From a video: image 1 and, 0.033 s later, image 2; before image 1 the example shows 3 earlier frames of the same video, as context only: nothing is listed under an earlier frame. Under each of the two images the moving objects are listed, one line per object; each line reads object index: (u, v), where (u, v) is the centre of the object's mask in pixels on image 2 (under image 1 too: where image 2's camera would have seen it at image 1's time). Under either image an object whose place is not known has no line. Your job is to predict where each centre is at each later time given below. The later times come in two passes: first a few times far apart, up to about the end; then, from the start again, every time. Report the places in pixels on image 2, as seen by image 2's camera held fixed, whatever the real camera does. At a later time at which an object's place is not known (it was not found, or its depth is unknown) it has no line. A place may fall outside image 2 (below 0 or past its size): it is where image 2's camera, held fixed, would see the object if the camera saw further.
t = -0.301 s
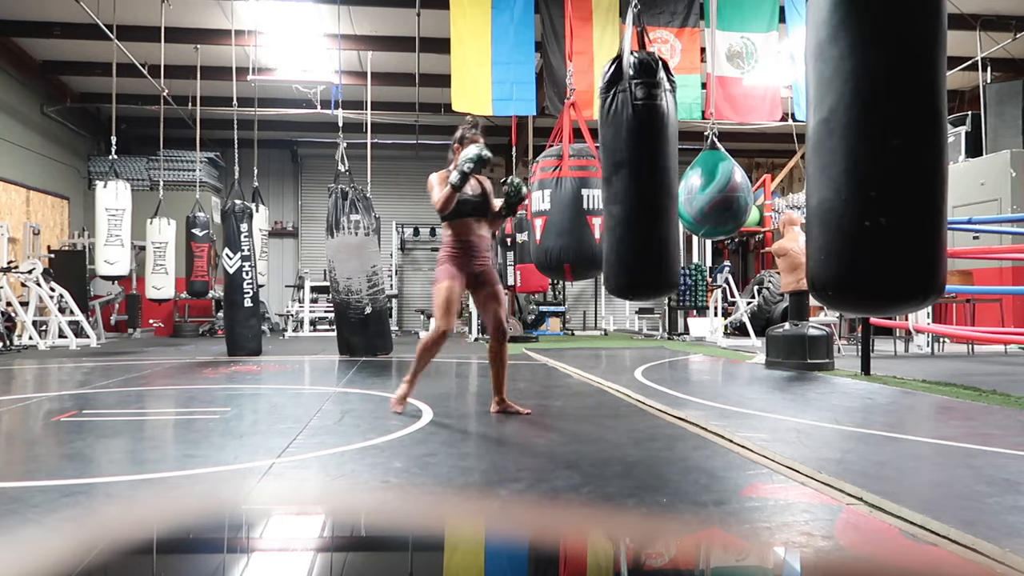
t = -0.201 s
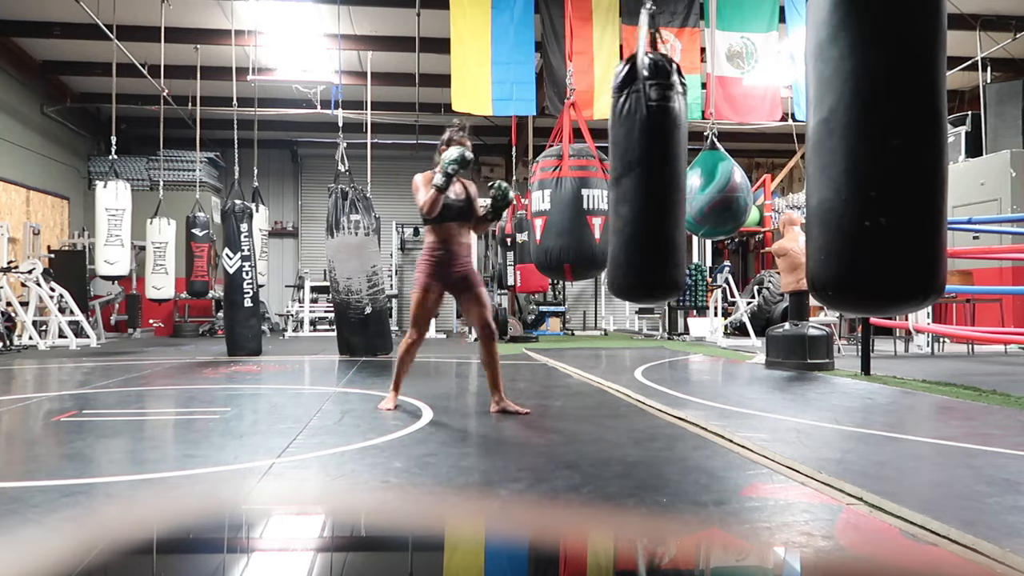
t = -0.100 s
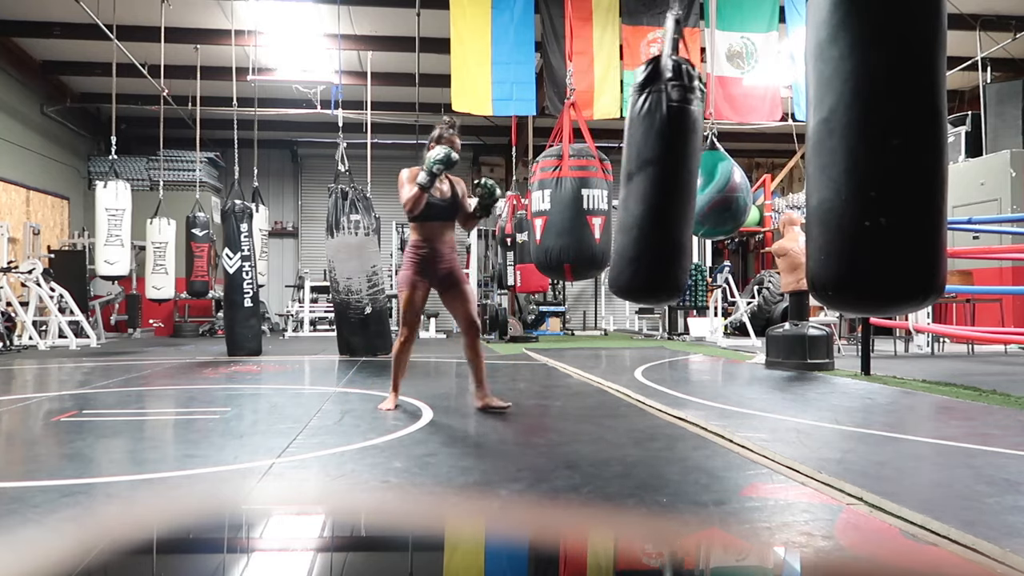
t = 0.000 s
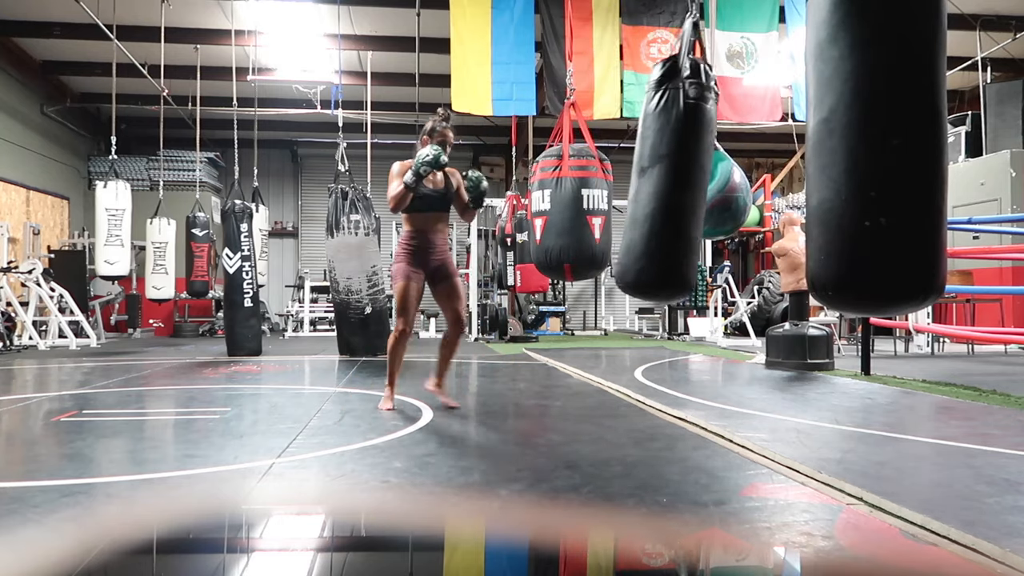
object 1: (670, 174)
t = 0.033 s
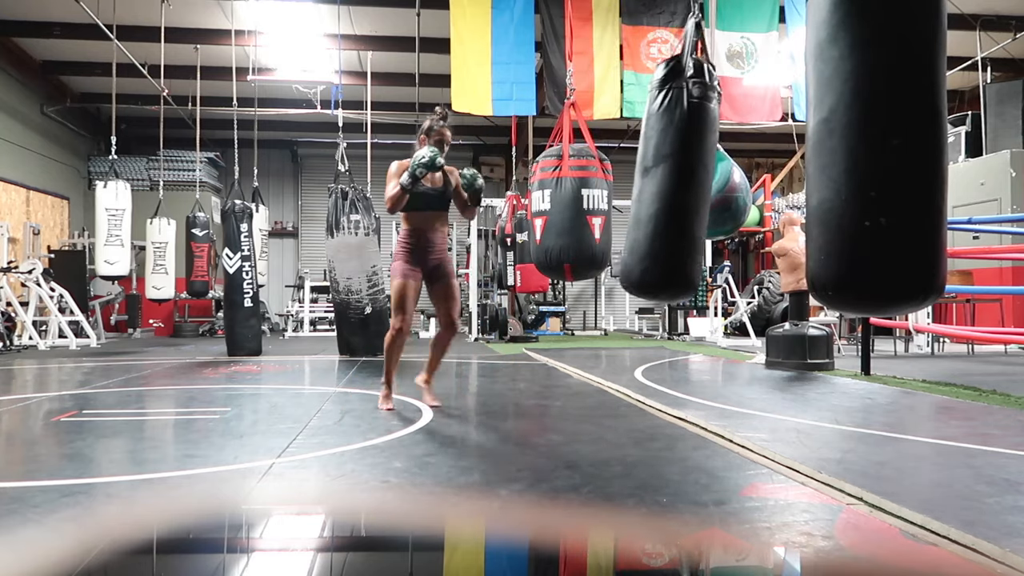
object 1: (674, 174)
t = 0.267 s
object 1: (695, 172)
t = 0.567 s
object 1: (732, 171)
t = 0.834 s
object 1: (752, 168)
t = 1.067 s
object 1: (759, 159)
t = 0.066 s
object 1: (677, 174)
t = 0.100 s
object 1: (680, 175)
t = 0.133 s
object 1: (683, 176)
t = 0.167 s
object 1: (686, 176)
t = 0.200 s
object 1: (689, 175)
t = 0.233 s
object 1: (692, 174)
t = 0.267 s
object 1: (695, 172)
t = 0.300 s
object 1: (699, 170)
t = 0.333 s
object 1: (703, 169)
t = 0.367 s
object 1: (707, 169)
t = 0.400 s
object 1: (711, 169)
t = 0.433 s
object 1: (715, 169)
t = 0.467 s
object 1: (719, 170)
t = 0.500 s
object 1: (724, 171)
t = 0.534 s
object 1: (728, 172)
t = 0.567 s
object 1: (732, 171)
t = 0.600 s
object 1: (736, 171)
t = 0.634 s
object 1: (739, 171)
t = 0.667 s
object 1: (743, 170)
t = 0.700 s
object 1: (745, 170)
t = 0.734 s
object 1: (748, 170)
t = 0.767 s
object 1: (750, 170)
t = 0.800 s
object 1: (752, 170)
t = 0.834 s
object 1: (752, 168)
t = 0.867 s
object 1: (753, 166)
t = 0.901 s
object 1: (754, 163)
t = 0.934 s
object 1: (755, 162)
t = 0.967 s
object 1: (756, 160)
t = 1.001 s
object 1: (756, 159)
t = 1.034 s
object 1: (757, 158)
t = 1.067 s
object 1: (759, 159)
